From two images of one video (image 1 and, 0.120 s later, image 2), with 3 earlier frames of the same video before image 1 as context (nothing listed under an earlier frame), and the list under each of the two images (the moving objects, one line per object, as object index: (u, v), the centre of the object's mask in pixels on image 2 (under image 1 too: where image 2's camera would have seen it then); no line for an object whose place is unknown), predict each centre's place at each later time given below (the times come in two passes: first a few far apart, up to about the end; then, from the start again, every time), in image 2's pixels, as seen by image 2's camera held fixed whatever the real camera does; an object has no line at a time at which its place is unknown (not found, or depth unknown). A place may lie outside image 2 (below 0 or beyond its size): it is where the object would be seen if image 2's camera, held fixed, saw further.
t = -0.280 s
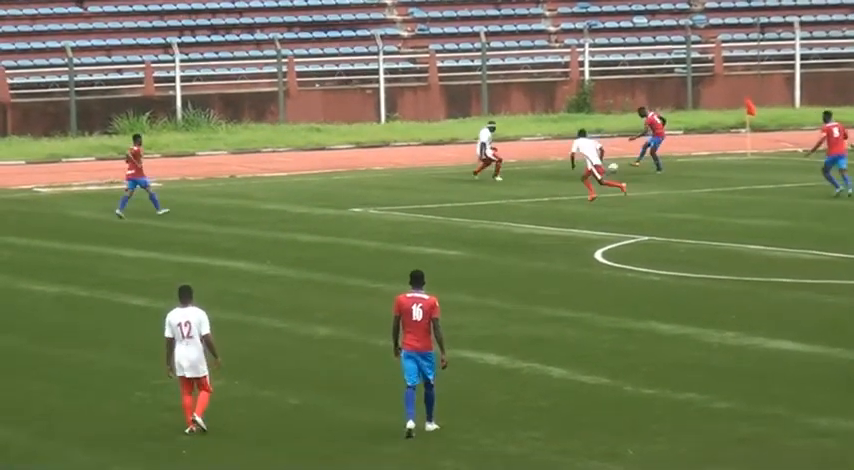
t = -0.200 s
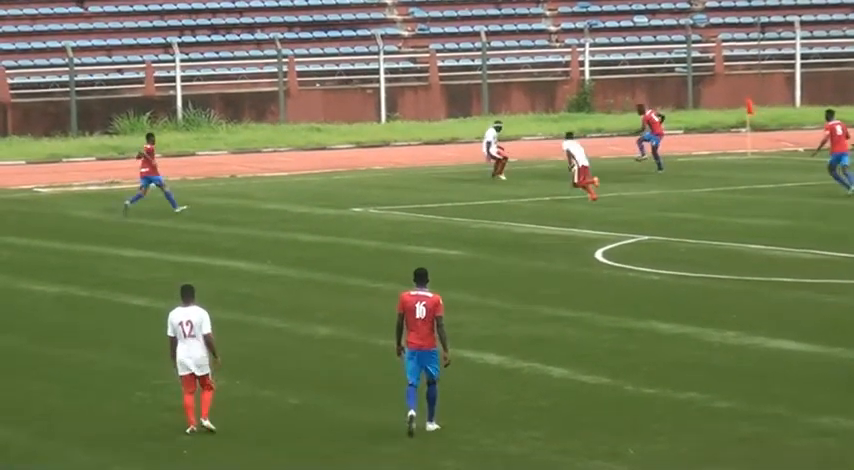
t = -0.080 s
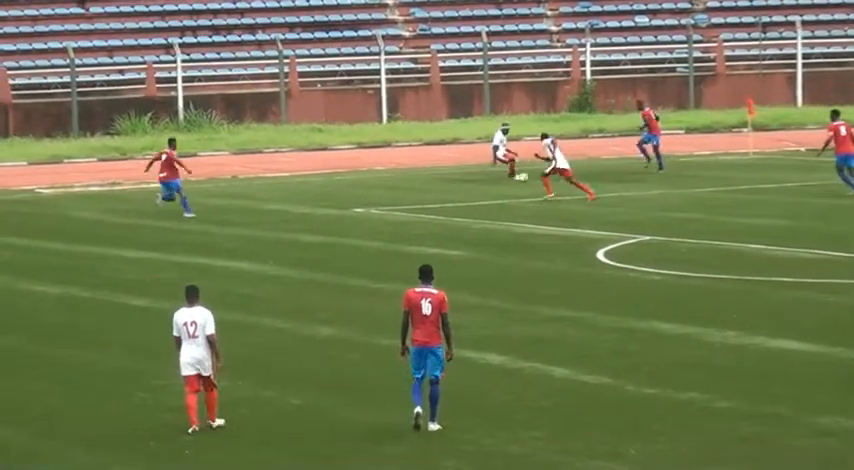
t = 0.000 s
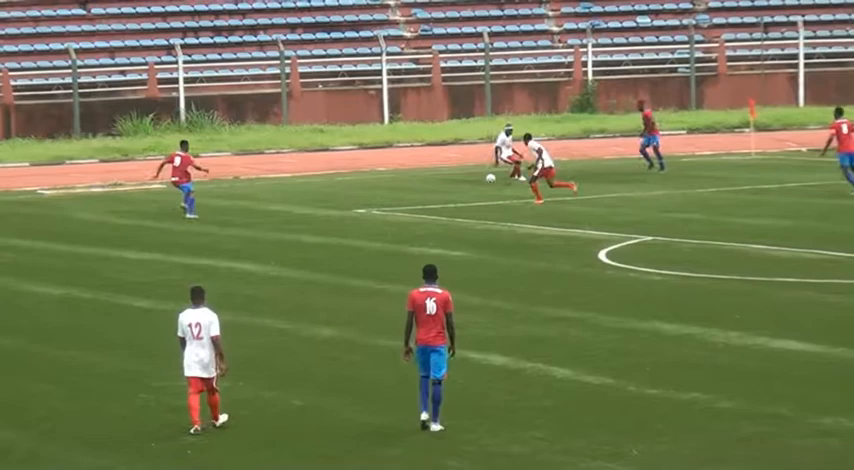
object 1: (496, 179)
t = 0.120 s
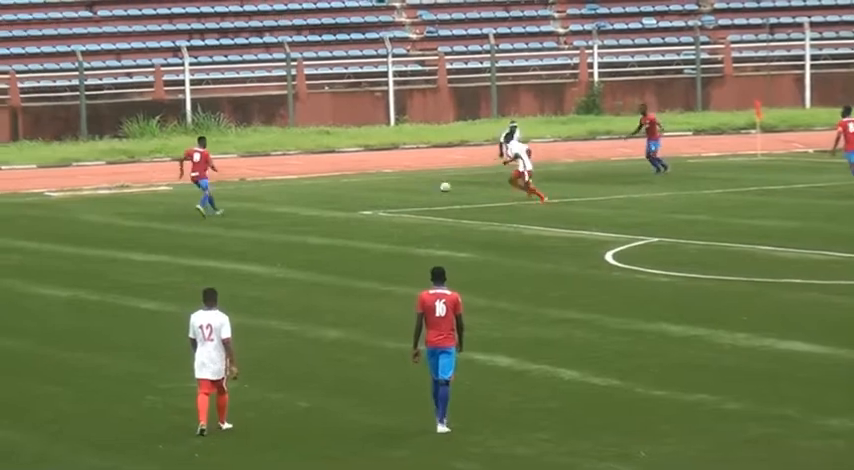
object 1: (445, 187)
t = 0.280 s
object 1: (381, 192)
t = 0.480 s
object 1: (308, 198)
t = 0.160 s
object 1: (428, 189)
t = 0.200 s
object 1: (412, 189)
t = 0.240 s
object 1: (397, 190)
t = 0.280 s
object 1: (381, 192)
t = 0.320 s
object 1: (366, 194)
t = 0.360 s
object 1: (351, 195)
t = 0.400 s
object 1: (336, 196)
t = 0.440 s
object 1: (321, 198)
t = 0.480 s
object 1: (308, 198)
